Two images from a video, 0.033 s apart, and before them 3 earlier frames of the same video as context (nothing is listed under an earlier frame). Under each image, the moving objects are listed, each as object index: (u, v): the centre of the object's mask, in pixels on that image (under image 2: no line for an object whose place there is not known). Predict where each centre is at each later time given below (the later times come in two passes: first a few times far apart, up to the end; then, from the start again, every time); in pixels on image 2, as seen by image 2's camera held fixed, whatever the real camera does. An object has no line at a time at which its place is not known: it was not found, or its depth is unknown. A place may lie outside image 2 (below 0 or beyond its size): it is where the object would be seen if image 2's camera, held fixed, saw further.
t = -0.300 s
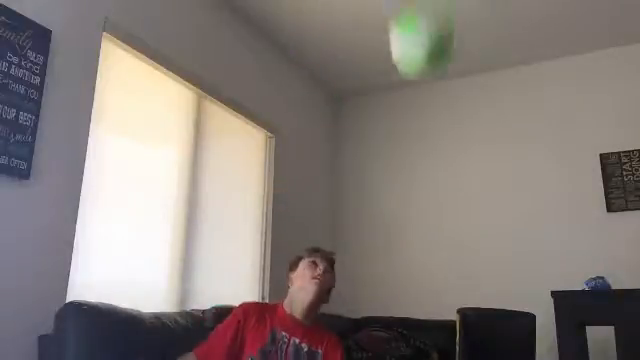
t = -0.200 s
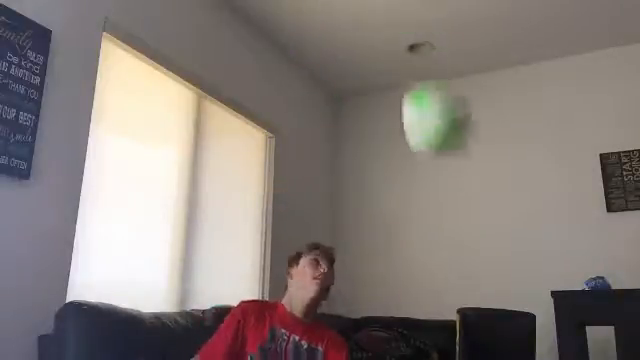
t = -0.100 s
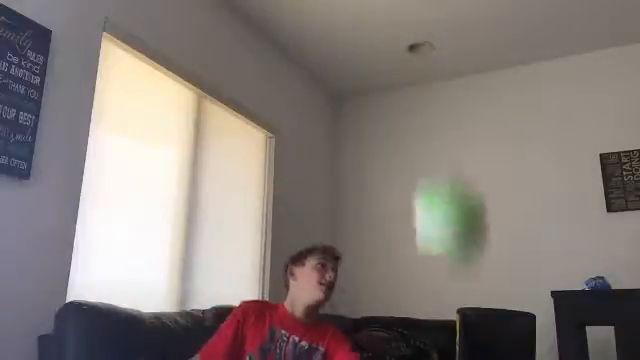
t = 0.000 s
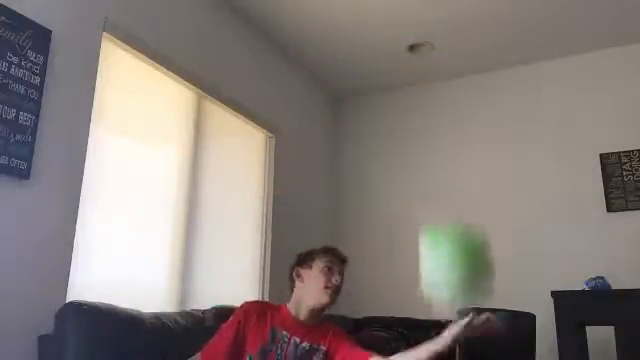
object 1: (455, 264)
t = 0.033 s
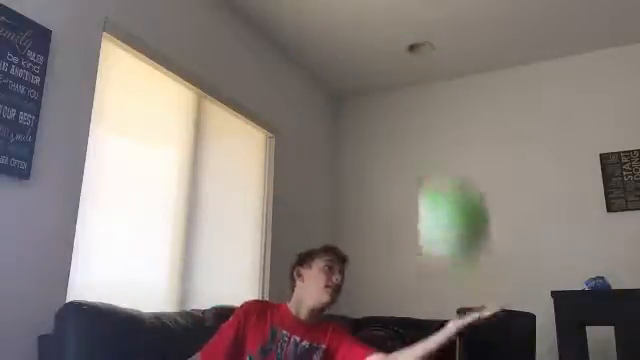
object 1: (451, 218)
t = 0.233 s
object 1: (446, 75)
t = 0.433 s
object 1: (445, 48)
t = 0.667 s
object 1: (447, 116)
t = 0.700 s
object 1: (447, 133)
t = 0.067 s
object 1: (450, 181)
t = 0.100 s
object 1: (449, 151)
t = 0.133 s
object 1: (448, 127)
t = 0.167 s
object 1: (447, 105)
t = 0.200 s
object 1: (447, 88)
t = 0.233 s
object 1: (446, 75)
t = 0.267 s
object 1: (446, 62)
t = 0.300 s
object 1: (445, 54)
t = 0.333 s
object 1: (446, 50)
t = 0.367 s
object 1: (445, 47)
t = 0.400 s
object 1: (445, 46)
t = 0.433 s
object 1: (445, 48)
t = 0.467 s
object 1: (445, 51)
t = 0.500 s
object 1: (446, 57)
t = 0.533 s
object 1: (446, 64)
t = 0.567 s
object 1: (446, 73)
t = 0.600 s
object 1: (446, 86)
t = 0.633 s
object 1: (446, 99)
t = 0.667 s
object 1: (447, 116)
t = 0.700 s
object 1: (447, 133)
